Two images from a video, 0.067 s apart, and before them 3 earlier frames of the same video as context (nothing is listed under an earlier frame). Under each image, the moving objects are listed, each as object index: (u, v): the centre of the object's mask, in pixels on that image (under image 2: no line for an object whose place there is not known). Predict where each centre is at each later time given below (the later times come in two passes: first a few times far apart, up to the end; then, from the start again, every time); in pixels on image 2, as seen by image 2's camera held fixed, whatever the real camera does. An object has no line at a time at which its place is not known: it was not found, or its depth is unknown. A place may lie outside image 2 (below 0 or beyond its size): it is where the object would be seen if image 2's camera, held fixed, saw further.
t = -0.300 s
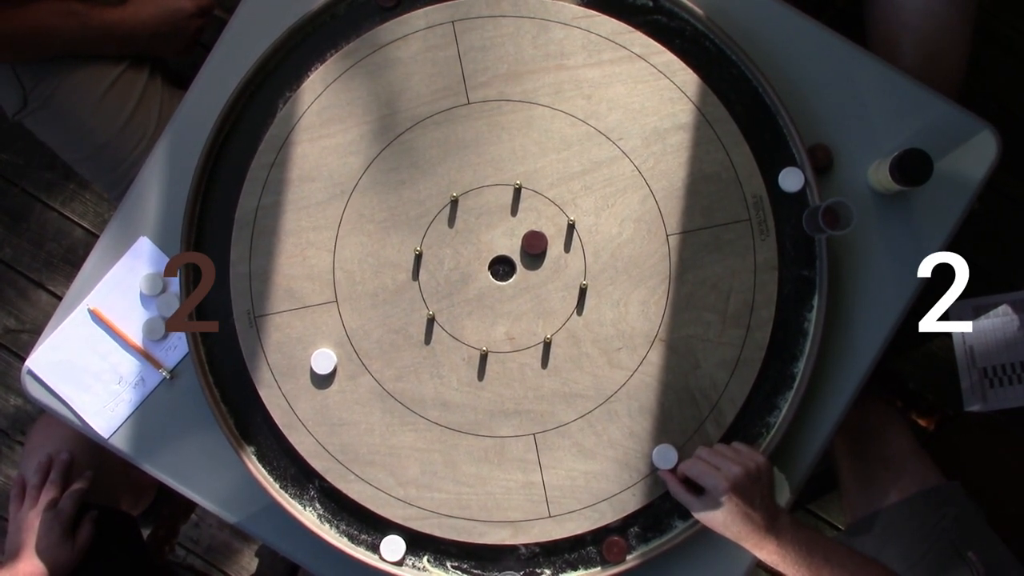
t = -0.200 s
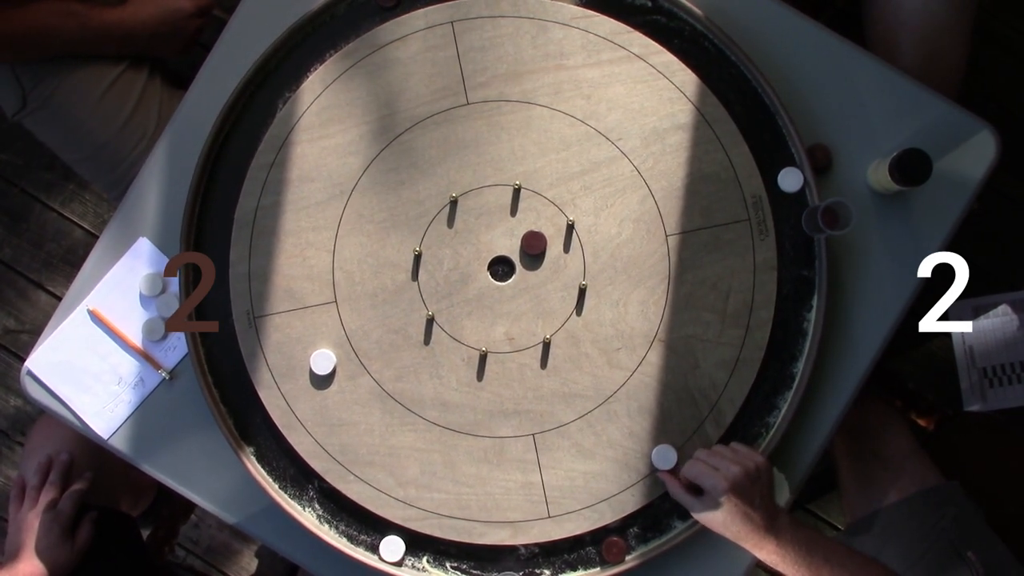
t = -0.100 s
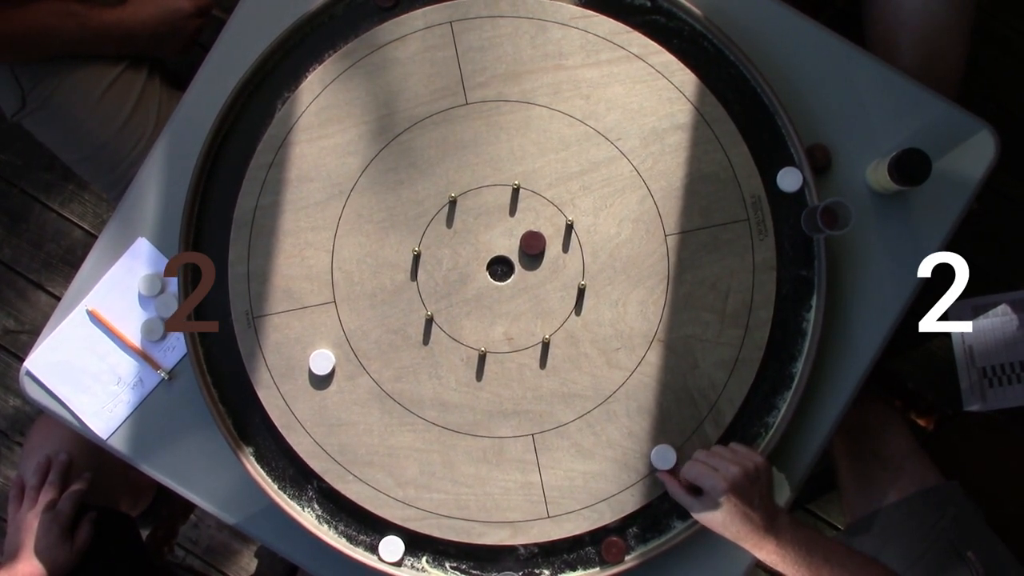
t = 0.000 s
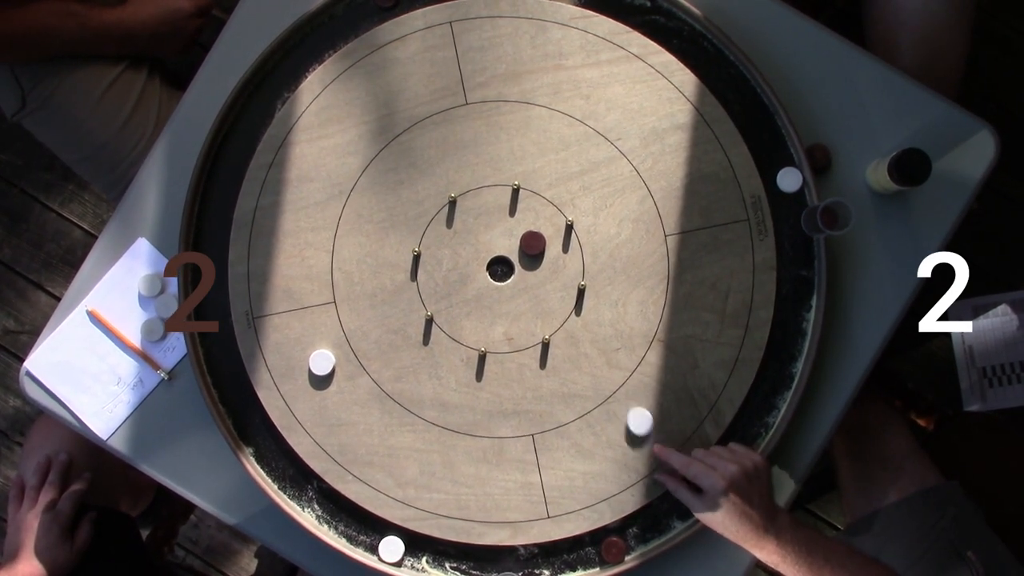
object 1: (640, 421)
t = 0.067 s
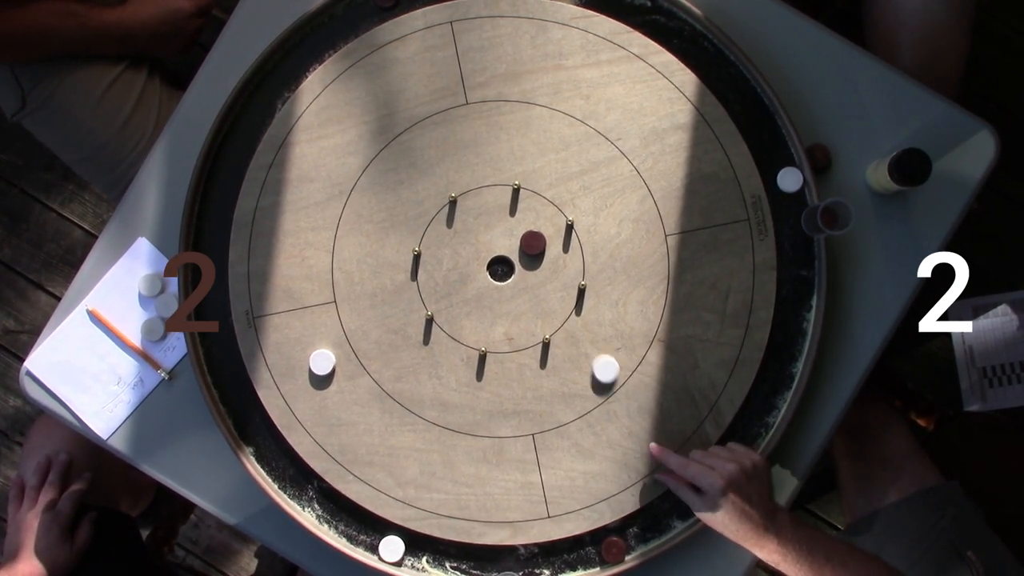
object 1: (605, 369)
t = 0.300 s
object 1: (524, 267)
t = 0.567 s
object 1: (496, 324)
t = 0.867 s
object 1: (505, 328)
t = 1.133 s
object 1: (505, 328)
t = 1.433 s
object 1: (505, 328)
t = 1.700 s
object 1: (505, 328)
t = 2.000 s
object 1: (505, 328)
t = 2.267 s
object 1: (505, 328)
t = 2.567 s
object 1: (505, 328)
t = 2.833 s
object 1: (505, 328)
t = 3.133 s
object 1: (505, 328)
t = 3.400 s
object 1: (505, 328)
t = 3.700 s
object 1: (505, 328)
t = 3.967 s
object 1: (505, 328)
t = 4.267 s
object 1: (505, 328)
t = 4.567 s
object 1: (505, 328)
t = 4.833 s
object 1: (505, 328)
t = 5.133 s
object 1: (505, 328)
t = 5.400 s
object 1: (504, 328)
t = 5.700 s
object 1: (504, 328)
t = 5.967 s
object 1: (504, 328)
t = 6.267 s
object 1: (504, 329)
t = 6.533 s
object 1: (504, 328)
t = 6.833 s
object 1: (504, 328)
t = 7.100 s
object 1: (504, 328)
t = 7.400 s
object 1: (504, 329)
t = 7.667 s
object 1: (504, 329)
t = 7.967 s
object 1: (505, 328)
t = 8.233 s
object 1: (505, 328)
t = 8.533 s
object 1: (505, 328)
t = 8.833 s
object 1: (505, 328)
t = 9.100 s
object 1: (505, 328)
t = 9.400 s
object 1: (505, 328)
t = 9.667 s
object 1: (505, 328)
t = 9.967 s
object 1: (505, 328)
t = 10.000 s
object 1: (505, 328)
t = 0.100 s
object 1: (589, 344)
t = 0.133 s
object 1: (573, 320)
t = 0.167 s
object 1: (558, 296)
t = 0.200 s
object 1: (544, 275)
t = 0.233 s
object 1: (534, 267)
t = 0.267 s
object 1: (529, 267)
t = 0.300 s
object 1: (524, 267)
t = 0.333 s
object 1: (520, 266)
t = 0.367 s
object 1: (516, 270)
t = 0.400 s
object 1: (512, 282)
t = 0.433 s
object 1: (508, 293)
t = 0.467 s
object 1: (505, 302)
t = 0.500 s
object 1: (502, 310)
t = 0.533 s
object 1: (499, 317)
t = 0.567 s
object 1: (496, 324)
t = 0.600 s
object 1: (494, 330)
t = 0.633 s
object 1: (492, 335)
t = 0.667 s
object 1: (494, 335)
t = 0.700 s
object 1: (498, 332)
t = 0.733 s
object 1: (500, 331)
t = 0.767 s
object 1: (502, 329)
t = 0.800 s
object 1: (504, 329)
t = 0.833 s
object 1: (505, 328)
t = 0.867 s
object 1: (505, 328)
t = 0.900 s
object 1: (505, 328)
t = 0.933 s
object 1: (505, 328)
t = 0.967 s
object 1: (505, 328)
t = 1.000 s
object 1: (505, 328)
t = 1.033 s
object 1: (505, 328)
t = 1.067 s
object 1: (505, 328)
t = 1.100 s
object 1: (505, 328)
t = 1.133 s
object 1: (505, 328)
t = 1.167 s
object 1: (505, 328)
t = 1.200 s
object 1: (505, 328)
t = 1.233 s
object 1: (505, 328)
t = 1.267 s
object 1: (505, 328)
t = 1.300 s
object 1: (505, 328)
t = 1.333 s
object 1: (505, 328)
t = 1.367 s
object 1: (505, 328)
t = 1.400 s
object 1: (505, 328)
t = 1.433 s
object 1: (505, 328)
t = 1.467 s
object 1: (505, 328)
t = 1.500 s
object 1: (505, 328)
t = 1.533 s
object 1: (505, 328)
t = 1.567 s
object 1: (505, 328)
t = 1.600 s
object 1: (505, 328)
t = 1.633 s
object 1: (505, 328)
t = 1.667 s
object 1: (505, 328)
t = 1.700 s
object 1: (505, 328)
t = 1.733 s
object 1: (505, 328)
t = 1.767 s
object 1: (505, 328)
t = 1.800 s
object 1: (505, 328)
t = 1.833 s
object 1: (505, 328)
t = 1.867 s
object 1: (505, 328)
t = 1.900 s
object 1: (505, 328)
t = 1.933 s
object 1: (505, 328)
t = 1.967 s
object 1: (505, 328)
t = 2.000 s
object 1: (505, 328)
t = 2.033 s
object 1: (505, 328)
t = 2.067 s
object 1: (505, 328)
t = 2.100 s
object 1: (505, 328)
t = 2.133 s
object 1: (505, 328)
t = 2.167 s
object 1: (505, 328)
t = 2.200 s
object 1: (505, 328)
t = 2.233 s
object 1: (505, 328)
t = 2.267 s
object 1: (505, 328)
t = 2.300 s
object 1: (505, 328)
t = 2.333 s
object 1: (505, 328)
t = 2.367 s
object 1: (505, 328)
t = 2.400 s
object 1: (505, 328)
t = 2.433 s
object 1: (505, 328)
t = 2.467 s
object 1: (505, 328)
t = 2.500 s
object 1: (505, 328)
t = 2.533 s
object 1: (505, 328)
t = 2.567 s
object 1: (505, 328)
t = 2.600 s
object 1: (505, 328)
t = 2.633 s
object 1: (505, 328)
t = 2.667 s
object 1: (505, 328)
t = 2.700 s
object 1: (505, 328)
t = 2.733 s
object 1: (505, 328)
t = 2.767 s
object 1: (505, 328)
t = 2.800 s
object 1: (505, 328)
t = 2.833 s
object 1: (505, 328)
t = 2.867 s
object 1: (505, 328)
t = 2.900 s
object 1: (505, 328)
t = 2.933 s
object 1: (505, 328)
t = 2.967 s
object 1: (505, 328)
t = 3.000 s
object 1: (505, 328)
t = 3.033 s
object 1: (505, 328)
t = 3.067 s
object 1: (505, 328)
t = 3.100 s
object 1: (505, 328)
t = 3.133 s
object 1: (505, 328)
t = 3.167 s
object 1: (505, 328)
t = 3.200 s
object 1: (505, 328)
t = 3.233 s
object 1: (505, 328)
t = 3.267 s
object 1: (505, 328)
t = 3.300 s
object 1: (505, 328)
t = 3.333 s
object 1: (505, 328)
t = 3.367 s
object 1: (505, 328)
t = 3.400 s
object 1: (505, 328)
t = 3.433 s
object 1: (505, 328)
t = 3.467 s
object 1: (505, 328)
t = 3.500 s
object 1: (505, 328)
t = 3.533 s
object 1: (505, 328)
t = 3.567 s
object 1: (505, 328)
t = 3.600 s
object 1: (505, 328)
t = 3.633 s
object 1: (505, 328)
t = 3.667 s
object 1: (505, 328)
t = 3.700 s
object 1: (505, 328)
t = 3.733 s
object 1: (505, 328)
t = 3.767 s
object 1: (505, 328)
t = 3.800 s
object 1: (505, 328)
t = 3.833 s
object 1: (505, 328)
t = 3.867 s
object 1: (505, 328)
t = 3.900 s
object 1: (505, 328)
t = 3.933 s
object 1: (505, 328)
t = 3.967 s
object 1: (505, 328)
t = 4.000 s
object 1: (505, 328)
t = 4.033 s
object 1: (505, 328)
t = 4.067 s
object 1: (505, 328)
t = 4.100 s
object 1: (505, 328)
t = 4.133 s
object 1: (505, 328)
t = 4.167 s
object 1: (505, 328)
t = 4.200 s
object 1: (505, 328)
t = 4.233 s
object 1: (505, 328)
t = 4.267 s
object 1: (505, 328)
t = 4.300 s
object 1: (505, 328)
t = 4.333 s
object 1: (505, 328)
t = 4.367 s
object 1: (505, 328)
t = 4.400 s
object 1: (505, 328)
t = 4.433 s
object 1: (505, 328)
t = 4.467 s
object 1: (505, 328)
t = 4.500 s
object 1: (505, 328)
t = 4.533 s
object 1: (505, 328)
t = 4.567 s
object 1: (505, 328)
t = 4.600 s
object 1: (505, 328)
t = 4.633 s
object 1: (505, 328)
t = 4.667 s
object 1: (505, 328)
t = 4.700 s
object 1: (505, 328)
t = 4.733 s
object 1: (505, 328)
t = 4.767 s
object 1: (505, 328)
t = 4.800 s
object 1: (505, 328)
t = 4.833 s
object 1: (505, 328)
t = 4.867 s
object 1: (505, 328)
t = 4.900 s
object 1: (505, 328)
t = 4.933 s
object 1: (505, 328)
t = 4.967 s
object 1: (505, 328)
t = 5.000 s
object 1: (505, 328)
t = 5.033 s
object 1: (505, 328)
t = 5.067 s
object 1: (505, 328)
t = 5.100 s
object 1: (505, 328)
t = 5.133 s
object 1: (505, 328)
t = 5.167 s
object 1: (505, 328)
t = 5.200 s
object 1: (505, 328)
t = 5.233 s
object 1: (505, 328)
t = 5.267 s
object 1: (505, 328)
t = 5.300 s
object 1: (505, 328)
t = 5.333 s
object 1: (504, 328)
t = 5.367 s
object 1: (504, 328)
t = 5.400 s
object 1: (504, 328)
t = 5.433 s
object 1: (504, 328)
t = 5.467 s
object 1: (504, 328)
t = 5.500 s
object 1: (504, 328)
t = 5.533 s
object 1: (504, 328)
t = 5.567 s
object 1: (504, 329)
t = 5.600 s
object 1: (504, 329)
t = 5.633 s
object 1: (504, 329)
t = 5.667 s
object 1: (504, 329)
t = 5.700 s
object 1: (504, 328)
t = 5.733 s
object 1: (504, 328)
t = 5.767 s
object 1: (504, 329)
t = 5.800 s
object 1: (504, 329)
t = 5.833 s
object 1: (504, 329)
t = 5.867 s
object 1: (504, 328)
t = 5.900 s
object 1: (504, 329)
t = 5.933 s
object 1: (504, 329)
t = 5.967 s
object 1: (504, 328)
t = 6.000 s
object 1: (504, 328)
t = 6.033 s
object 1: (504, 328)
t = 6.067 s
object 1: (504, 328)
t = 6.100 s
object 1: (504, 329)
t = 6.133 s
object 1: (504, 329)
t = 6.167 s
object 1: (504, 329)
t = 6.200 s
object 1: (504, 329)
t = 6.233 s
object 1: (504, 329)
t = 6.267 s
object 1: (504, 329)
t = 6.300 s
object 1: (504, 328)
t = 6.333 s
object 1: (504, 329)
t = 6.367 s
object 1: (504, 328)
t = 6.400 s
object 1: (504, 328)
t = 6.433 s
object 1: (504, 328)
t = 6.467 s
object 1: (504, 328)
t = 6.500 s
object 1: (504, 328)
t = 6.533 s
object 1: (504, 328)
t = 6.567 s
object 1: (504, 328)
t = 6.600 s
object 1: (504, 328)
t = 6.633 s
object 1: (504, 329)
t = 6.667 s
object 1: (504, 328)
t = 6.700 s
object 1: (504, 328)
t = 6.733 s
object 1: (504, 329)
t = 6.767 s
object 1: (504, 328)
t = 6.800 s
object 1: (504, 329)
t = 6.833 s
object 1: (504, 328)
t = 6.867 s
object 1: (504, 329)
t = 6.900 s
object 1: (504, 328)
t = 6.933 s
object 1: (504, 328)
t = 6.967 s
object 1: (504, 328)
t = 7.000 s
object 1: (504, 328)
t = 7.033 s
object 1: (504, 328)
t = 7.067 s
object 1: (504, 328)
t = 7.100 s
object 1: (504, 328)
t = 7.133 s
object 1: (504, 328)
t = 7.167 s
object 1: (504, 328)
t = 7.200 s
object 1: (504, 328)
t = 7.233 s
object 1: (504, 328)
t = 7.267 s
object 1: (504, 328)
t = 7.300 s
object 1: (504, 328)
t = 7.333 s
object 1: (504, 329)
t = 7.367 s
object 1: (504, 329)
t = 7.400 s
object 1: (504, 329)
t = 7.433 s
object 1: (504, 328)
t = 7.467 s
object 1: (504, 328)
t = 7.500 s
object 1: (504, 328)
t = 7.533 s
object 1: (504, 329)
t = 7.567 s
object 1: (504, 328)
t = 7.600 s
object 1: (504, 328)
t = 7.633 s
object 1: (504, 329)
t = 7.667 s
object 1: (504, 329)
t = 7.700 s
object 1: (504, 329)
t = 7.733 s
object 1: (504, 328)
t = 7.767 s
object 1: (504, 328)
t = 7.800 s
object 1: (504, 328)
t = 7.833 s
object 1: (504, 328)
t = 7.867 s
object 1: (504, 328)
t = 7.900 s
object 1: (504, 328)
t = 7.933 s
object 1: (505, 328)
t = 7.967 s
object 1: (505, 328)
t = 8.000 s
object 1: (505, 328)
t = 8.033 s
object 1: (505, 328)
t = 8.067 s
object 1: (505, 328)
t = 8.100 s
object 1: (505, 328)
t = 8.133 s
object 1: (505, 328)
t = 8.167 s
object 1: (505, 328)
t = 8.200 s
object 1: (505, 328)
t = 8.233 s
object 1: (505, 328)
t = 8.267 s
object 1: (505, 328)
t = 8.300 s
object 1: (505, 328)
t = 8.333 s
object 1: (505, 328)
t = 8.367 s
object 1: (505, 328)
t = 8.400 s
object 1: (505, 328)
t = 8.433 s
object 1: (505, 328)
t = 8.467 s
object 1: (505, 328)
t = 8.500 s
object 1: (505, 328)
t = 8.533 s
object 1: (505, 328)
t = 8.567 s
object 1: (505, 328)
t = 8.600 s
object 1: (505, 328)
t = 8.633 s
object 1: (505, 328)
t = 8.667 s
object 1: (505, 328)
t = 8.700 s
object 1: (505, 328)
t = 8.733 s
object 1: (505, 328)
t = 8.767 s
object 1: (505, 328)
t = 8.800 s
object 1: (505, 328)
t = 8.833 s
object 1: (505, 328)
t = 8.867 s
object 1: (505, 328)
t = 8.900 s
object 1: (505, 328)
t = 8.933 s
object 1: (505, 328)
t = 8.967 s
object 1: (505, 328)
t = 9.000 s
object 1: (505, 328)
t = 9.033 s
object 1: (505, 328)
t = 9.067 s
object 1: (505, 328)
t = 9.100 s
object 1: (505, 328)
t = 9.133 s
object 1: (505, 328)
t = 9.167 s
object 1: (505, 328)
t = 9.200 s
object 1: (505, 328)
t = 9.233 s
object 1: (505, 328)
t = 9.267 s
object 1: (505, 328)
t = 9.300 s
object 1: (505, 328)
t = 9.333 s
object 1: (505, 328)
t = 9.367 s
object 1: (505, 328)
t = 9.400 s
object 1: (505, 328)
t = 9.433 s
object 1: (505, 328)
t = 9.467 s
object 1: (505, 328)
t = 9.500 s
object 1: (505, 328)
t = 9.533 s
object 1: (505, 328)
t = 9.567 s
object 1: (505, 328)
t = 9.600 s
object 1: (505, 328)
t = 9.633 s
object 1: (505, 328)
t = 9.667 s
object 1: (505, 328)
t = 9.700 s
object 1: (505, 328)
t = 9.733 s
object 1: (505, 328)
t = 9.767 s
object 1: (505, 328)
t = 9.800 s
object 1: (505, 328)
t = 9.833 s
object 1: (505, 328)
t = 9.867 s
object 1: (505, 328)
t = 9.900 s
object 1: (505, 328)
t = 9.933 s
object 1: (505, 328)
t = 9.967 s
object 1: (505, 328)
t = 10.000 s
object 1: (505, 328)
